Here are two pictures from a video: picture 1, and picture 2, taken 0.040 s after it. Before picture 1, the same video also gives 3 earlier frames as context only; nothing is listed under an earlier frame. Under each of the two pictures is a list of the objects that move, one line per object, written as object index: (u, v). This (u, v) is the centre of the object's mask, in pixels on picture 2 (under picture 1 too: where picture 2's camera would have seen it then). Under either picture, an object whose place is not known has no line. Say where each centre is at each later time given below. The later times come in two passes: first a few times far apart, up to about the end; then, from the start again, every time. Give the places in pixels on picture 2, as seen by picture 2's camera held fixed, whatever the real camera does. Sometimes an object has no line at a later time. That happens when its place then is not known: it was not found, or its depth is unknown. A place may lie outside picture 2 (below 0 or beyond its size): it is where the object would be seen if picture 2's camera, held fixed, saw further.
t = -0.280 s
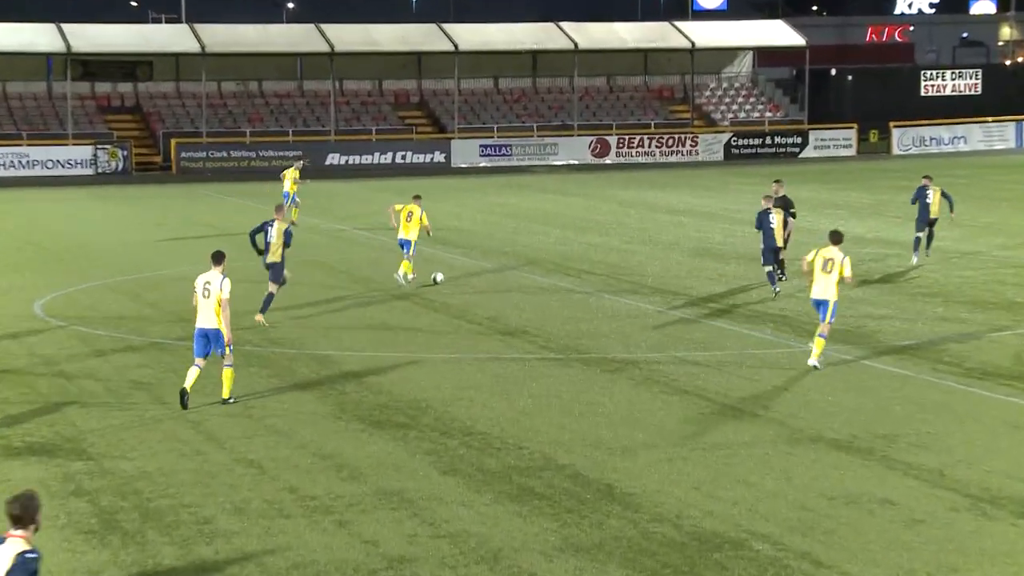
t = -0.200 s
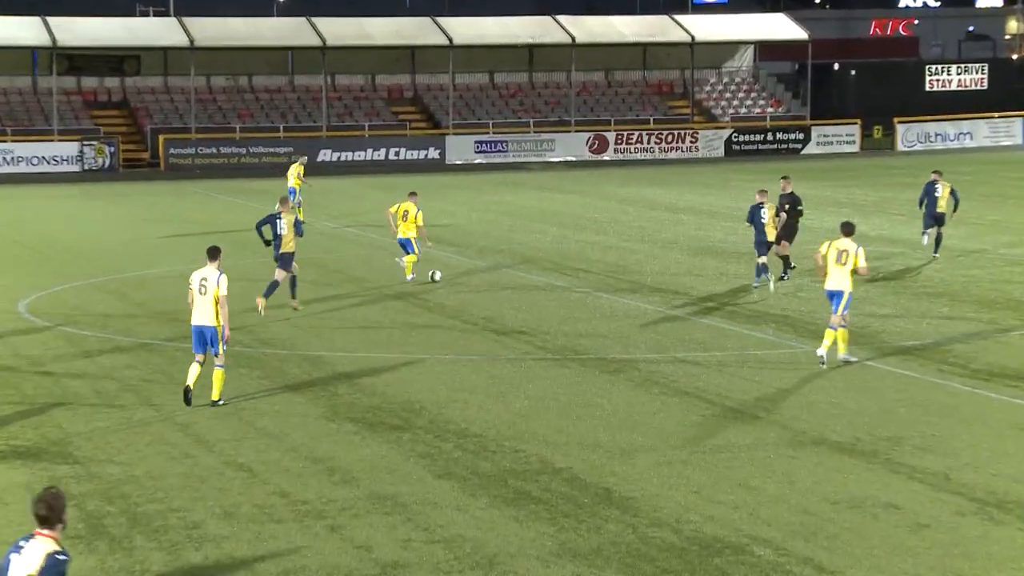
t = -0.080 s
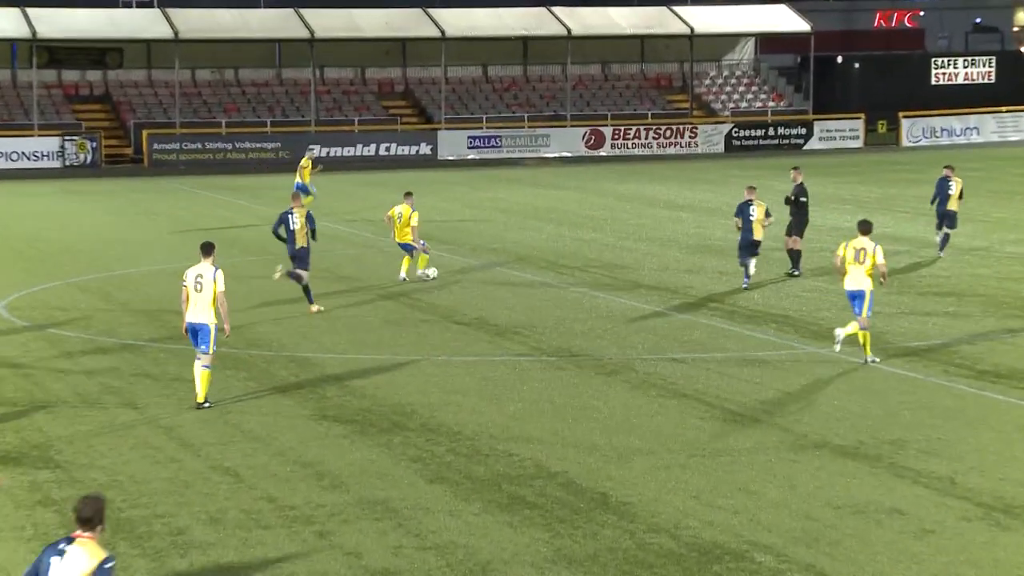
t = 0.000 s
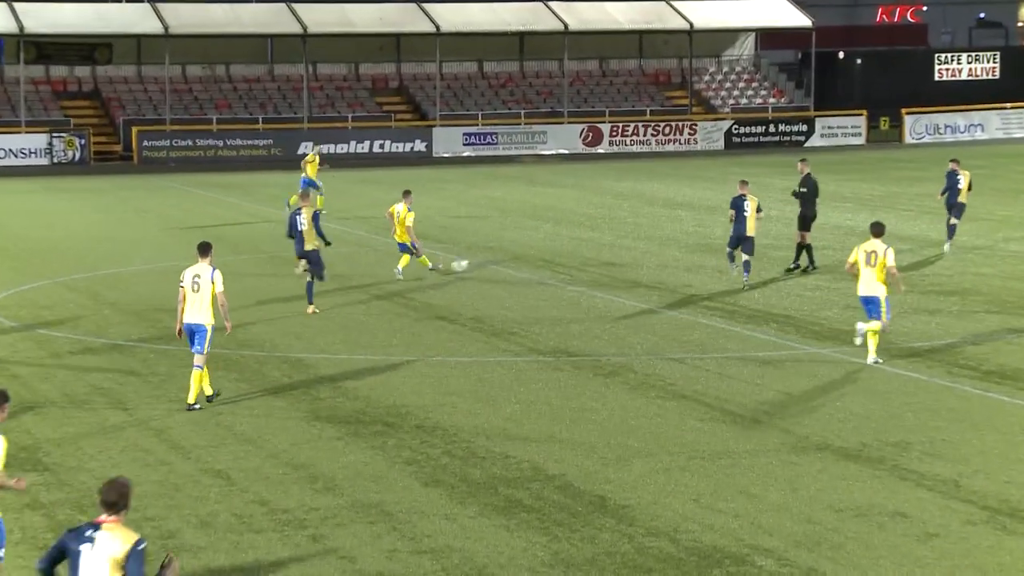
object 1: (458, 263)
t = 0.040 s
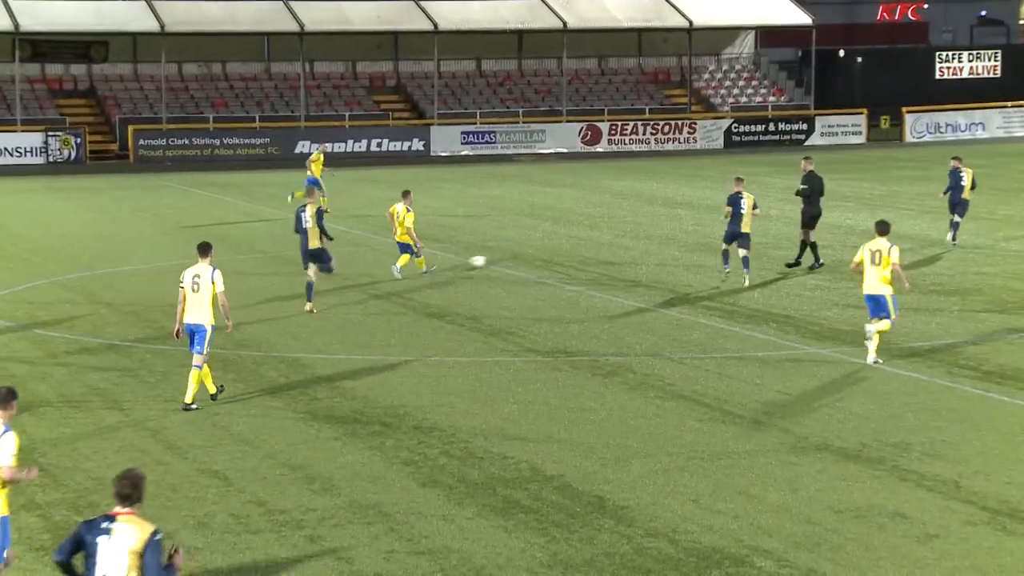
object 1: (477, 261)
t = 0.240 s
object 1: (561, 246)
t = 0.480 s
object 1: (640, 229)
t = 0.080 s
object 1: (495, 258)
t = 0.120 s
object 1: (512, 255)
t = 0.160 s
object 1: (529, 249)
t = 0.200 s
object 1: (545, 246)
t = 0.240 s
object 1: (561, 246)
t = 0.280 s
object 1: (575, 241)
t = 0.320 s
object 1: (589, 239)
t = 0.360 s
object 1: (603, 238)
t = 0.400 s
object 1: (616, 235)
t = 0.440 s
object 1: (628, 232)
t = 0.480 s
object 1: (640, 229)
